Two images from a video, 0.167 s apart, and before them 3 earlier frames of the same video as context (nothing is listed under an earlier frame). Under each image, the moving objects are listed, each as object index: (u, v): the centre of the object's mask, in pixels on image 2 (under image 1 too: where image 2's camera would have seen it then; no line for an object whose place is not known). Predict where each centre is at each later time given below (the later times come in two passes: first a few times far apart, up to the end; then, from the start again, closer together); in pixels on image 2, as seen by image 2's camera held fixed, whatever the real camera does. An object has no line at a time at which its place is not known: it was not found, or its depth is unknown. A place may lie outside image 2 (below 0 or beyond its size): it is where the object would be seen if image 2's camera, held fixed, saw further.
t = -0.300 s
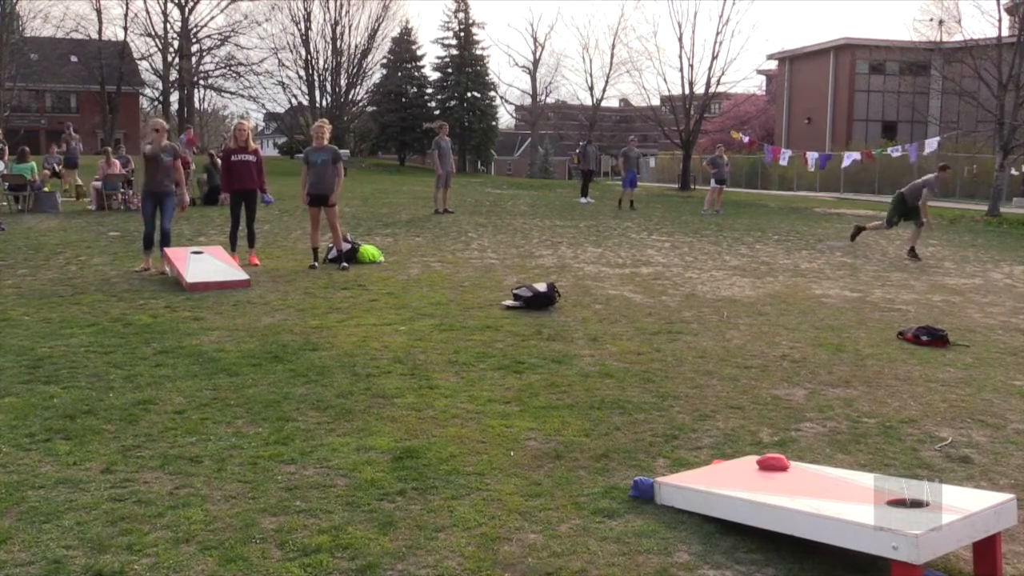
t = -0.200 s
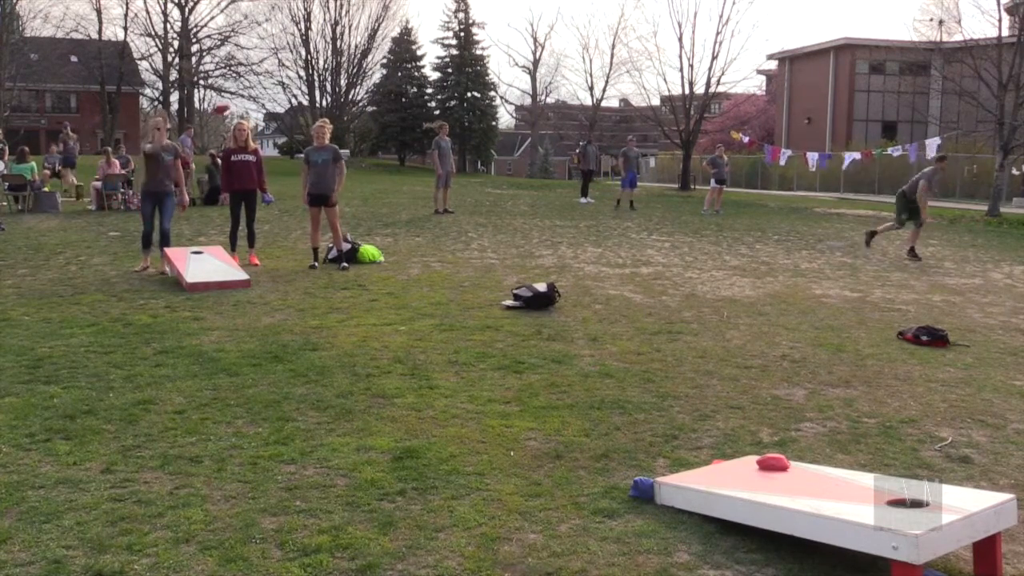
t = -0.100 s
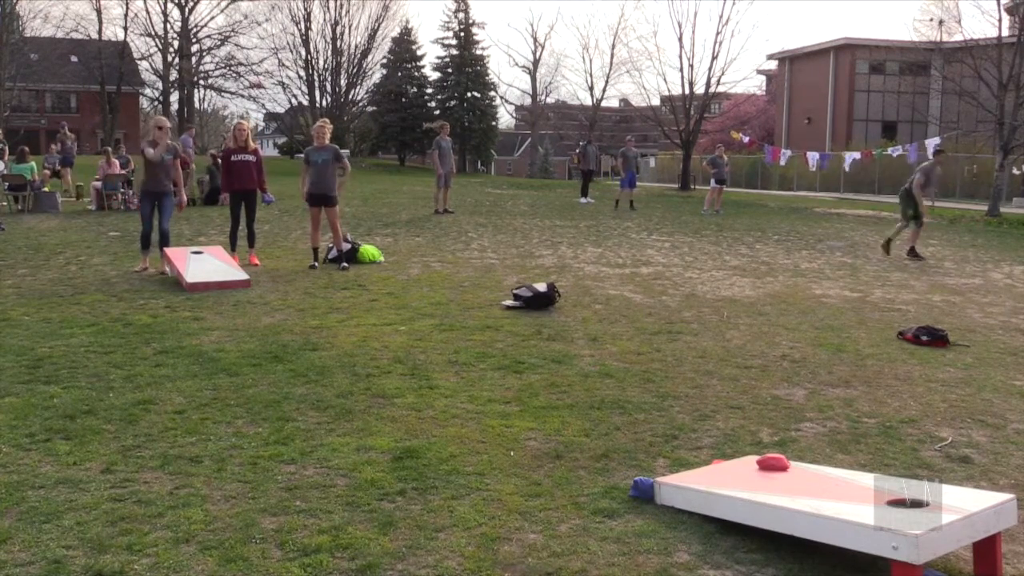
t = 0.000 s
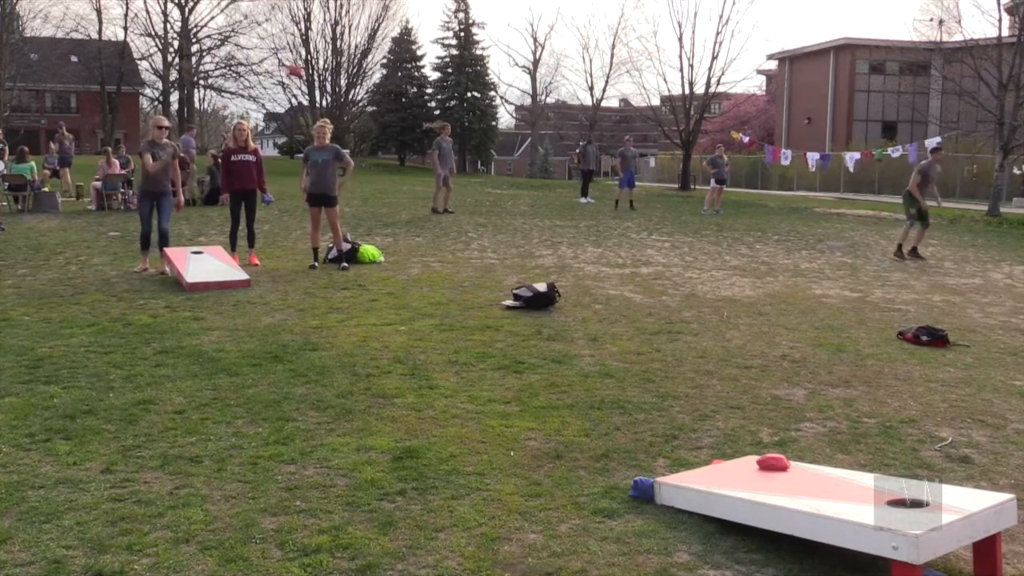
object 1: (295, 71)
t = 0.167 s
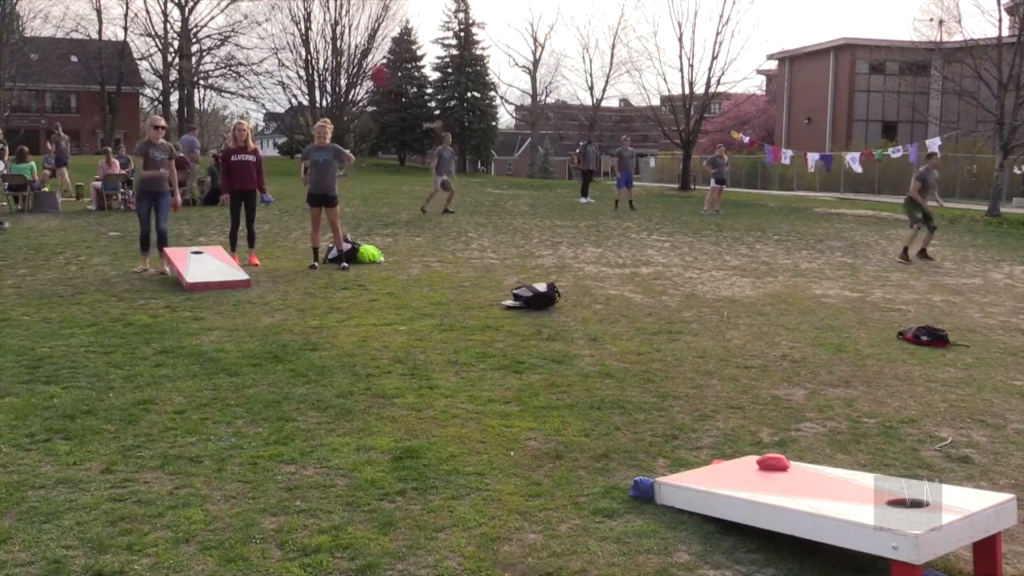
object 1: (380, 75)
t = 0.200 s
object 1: (399, 84)
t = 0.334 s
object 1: (487, 132)
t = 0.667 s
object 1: (825, 472)
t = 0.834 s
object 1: (929, 483)
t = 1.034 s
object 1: (1005, 489)
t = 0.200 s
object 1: (399, 84)
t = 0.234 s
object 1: (419, 90)
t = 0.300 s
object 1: (466, 116)
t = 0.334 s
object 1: (487, 132)
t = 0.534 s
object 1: (681, 314)
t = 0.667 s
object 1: (825, 472)
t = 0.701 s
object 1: (849, 475)
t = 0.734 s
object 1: (870, 474)
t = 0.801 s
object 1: (911, 480)
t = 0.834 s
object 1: (929, 483)
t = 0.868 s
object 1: (947, 484)
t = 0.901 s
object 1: (962, 486)
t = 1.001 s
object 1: (999, 489)
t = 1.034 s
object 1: (1005, 489)
